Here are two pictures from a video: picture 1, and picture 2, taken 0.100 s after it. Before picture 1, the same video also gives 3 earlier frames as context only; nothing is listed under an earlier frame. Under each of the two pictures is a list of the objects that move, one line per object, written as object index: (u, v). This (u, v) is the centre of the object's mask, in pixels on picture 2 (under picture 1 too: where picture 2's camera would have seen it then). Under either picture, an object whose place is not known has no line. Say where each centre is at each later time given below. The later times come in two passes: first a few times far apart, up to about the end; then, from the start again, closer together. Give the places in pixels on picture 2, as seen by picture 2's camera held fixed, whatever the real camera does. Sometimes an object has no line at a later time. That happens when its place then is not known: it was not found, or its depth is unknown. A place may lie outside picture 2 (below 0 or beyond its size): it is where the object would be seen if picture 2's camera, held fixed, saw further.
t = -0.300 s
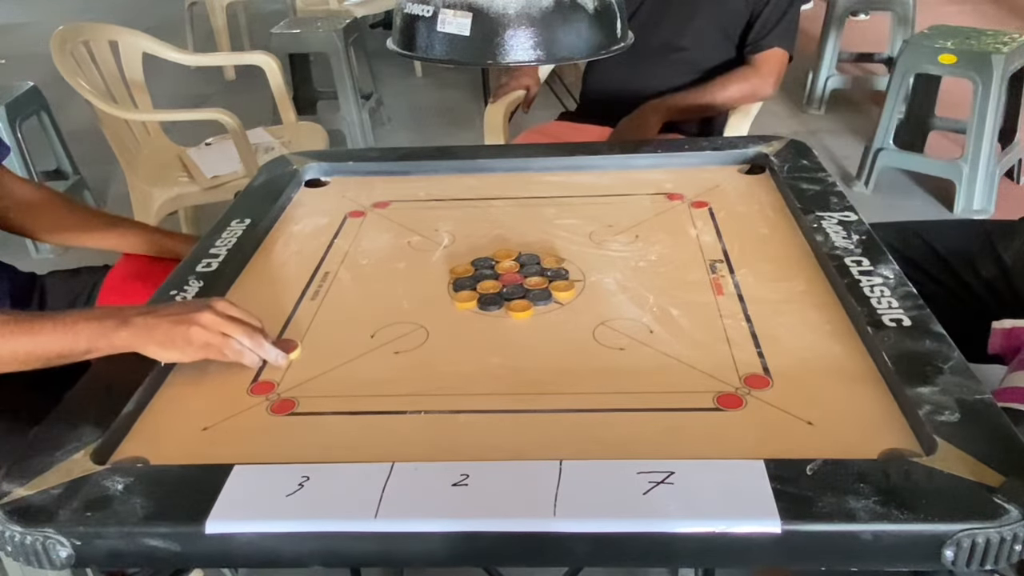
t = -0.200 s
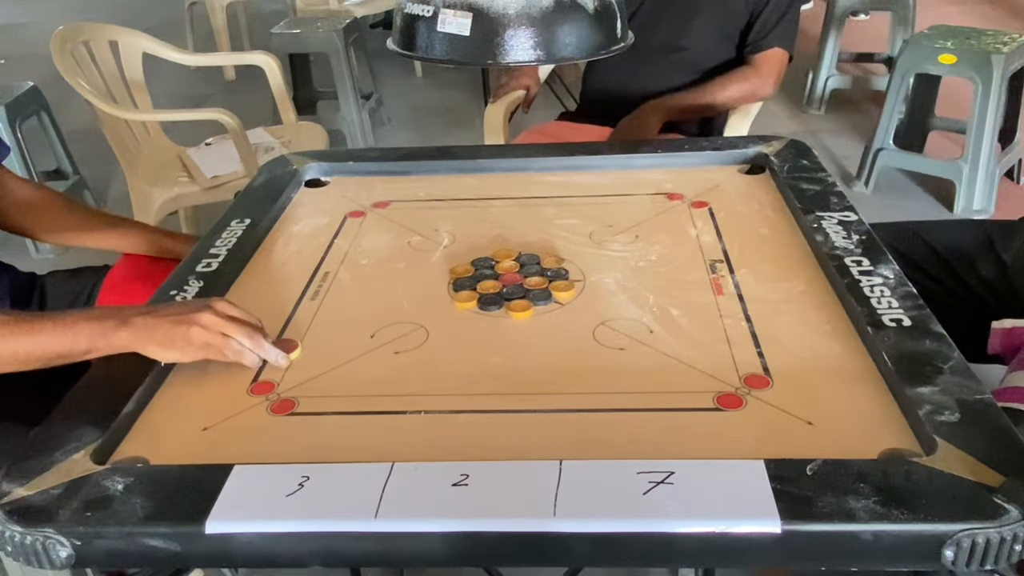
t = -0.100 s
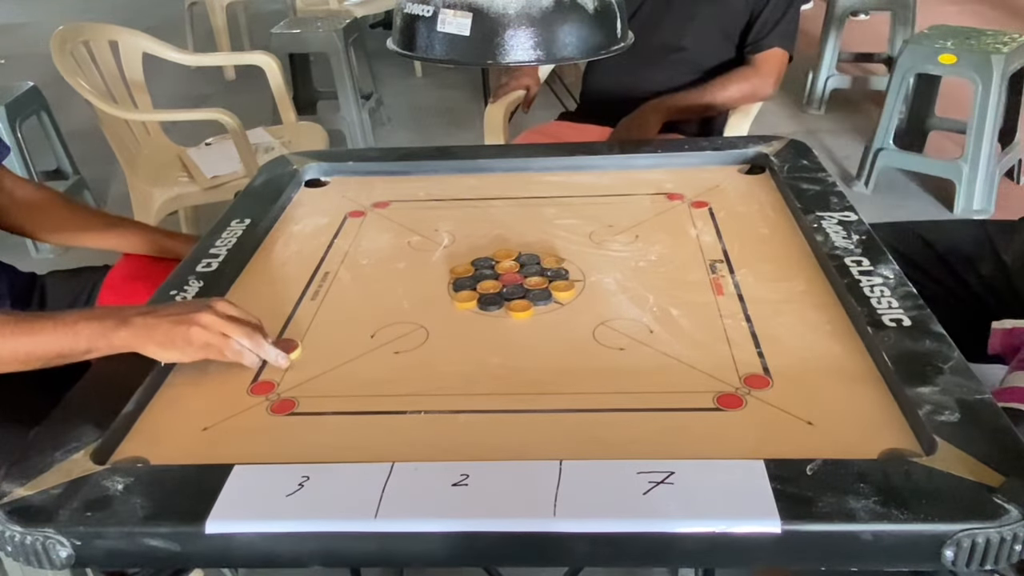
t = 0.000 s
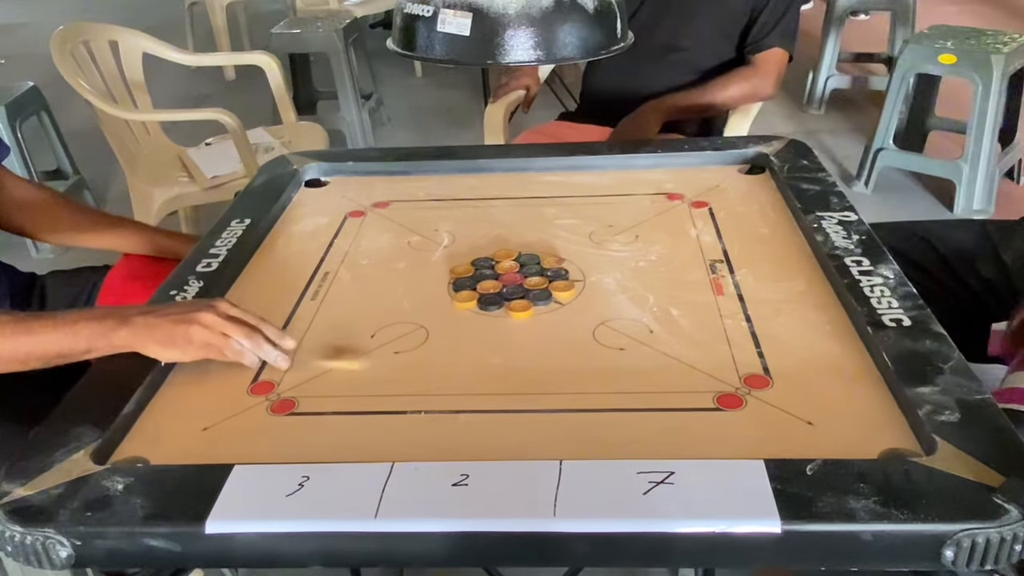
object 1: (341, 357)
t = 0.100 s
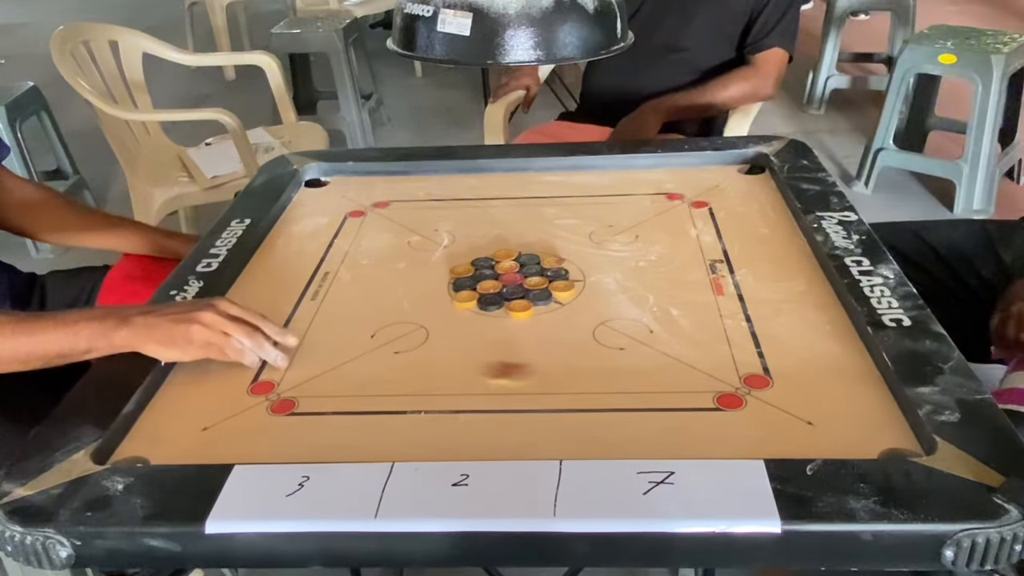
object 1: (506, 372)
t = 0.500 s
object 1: (645, 443)
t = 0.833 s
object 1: (349, 442)
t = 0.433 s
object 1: (725, 432)
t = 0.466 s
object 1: (686, 437)
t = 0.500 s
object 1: (645, 443)
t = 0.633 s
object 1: (500, 454)
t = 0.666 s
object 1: (470, 452)
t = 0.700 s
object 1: (441, 451)
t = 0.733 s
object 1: (416, 449)
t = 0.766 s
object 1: (392, 447)
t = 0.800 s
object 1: (369, 444)
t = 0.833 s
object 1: (349, 442)
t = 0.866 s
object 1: (330, 440)
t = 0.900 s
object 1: (313, 438)
